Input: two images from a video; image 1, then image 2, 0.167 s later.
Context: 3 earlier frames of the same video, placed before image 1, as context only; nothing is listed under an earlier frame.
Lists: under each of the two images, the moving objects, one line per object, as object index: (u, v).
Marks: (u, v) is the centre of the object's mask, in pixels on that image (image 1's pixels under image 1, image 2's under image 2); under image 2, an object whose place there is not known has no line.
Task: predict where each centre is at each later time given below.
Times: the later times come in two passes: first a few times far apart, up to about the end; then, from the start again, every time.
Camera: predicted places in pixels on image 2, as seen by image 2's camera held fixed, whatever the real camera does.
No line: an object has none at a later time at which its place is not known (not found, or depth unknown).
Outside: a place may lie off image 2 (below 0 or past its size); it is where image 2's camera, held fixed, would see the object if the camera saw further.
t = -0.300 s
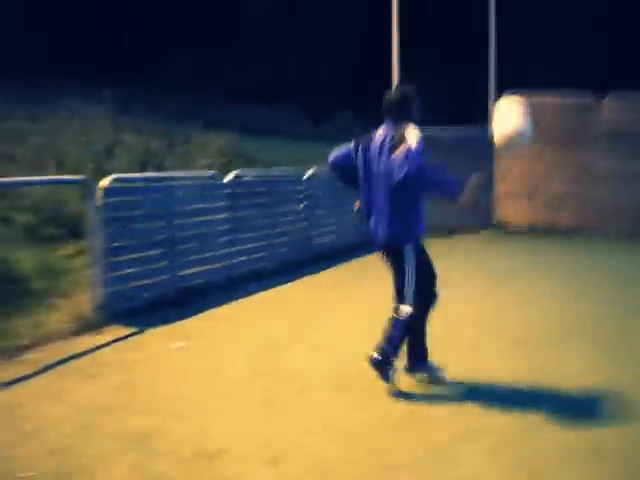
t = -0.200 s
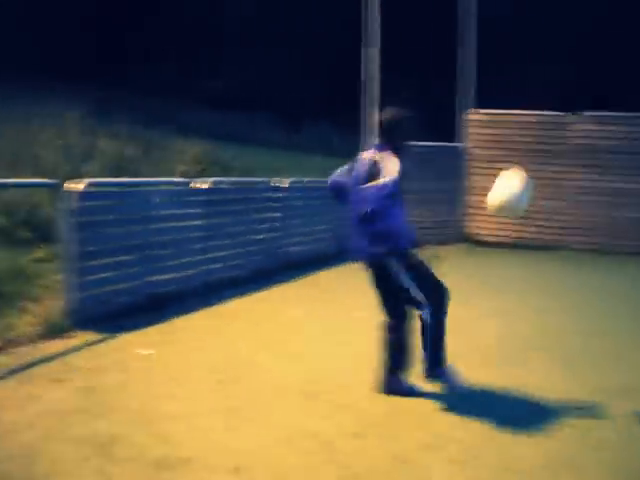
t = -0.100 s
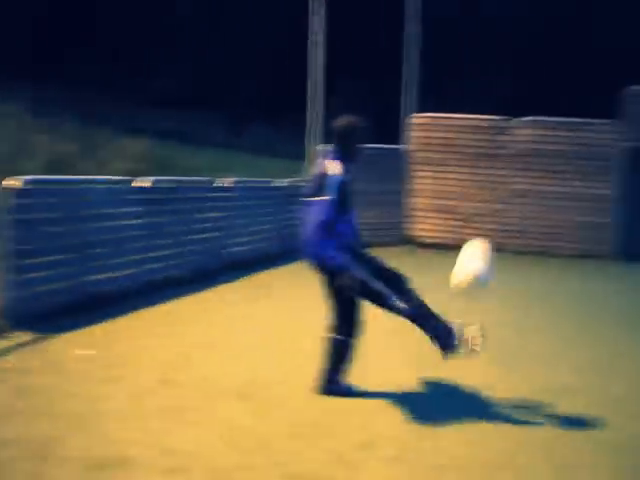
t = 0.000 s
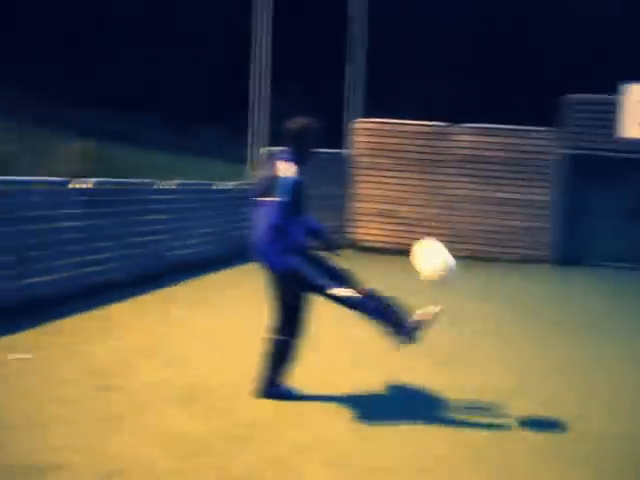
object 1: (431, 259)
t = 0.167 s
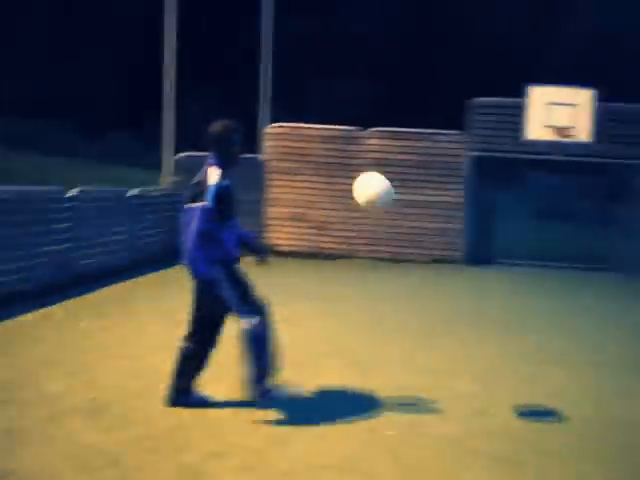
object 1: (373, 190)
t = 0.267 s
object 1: (389, 170)
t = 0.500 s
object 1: (421, 184)
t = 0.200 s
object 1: (378, 181)
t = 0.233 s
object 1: (383, 175)
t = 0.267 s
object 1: (389, 170)
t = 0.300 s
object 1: (393, 168)
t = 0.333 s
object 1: (398, 165)
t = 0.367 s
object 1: (402, 165)
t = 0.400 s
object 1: (407, 168)
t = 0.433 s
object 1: (412, 171)
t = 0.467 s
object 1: (416, 176)
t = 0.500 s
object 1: (421, 184)
